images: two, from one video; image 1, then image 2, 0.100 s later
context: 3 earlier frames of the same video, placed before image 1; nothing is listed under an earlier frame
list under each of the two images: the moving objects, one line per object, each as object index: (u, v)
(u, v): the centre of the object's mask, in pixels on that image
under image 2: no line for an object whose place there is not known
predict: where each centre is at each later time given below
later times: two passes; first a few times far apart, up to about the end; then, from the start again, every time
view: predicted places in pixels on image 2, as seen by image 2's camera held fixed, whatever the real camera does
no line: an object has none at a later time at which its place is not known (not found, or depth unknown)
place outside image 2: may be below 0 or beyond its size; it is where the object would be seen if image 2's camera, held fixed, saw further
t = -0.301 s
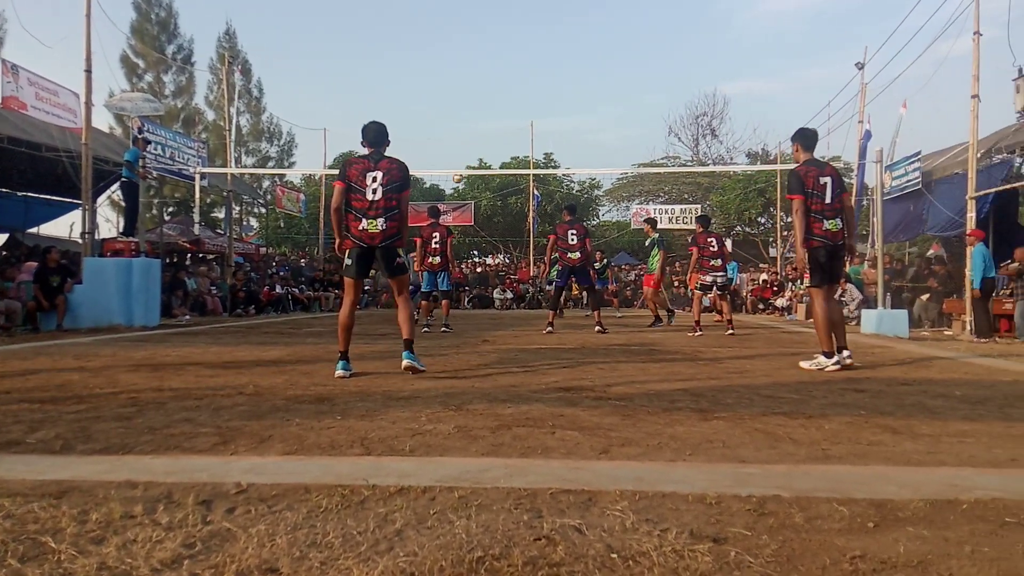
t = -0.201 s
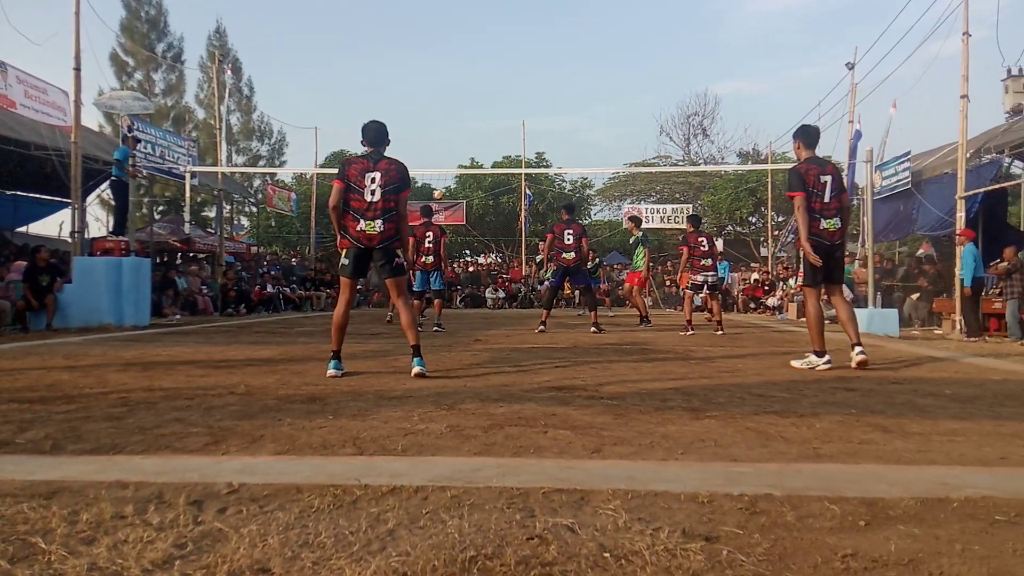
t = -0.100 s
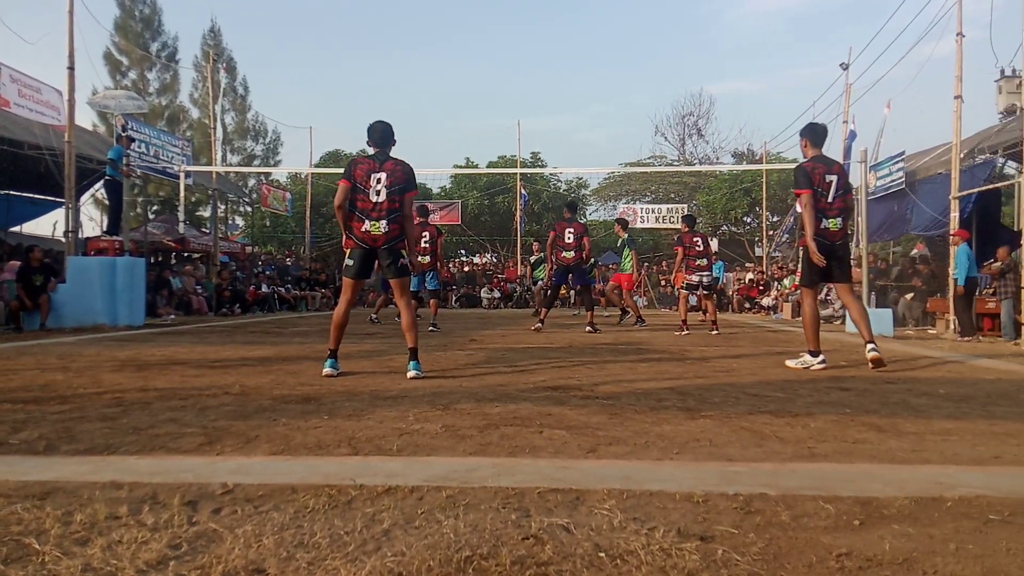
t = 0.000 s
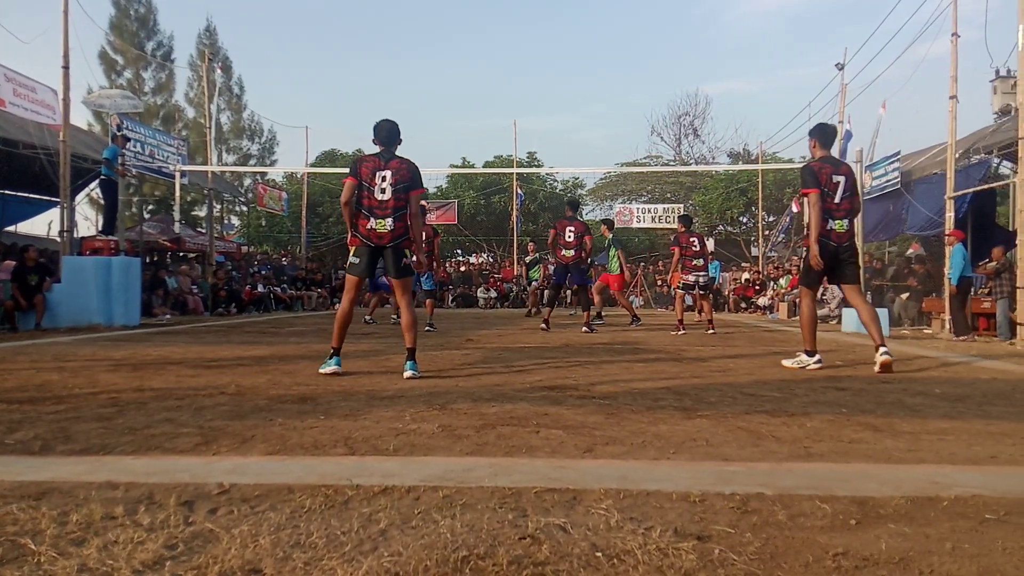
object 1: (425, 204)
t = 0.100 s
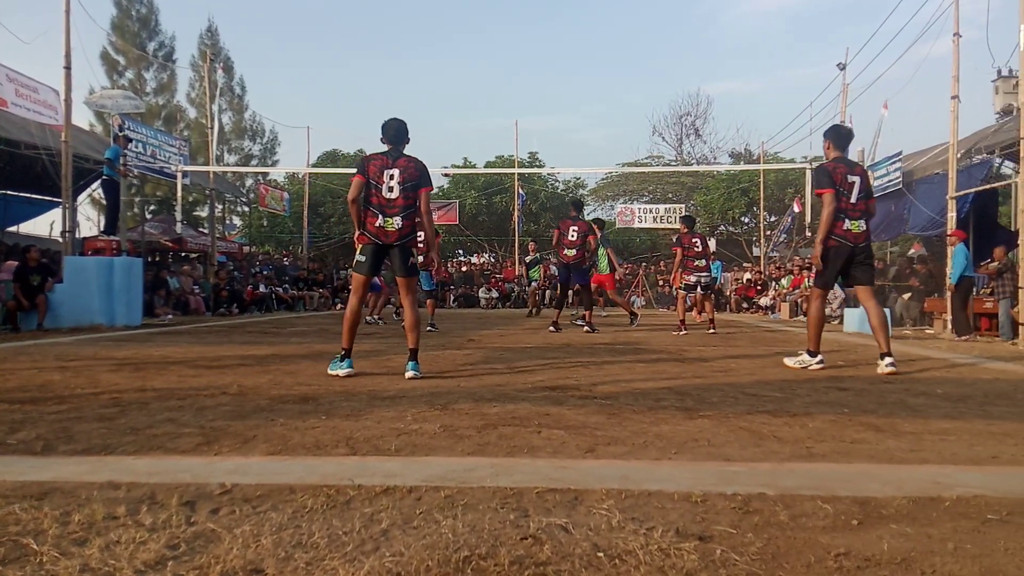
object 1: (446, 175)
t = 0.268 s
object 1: (476, 125)
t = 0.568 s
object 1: (532, 76)
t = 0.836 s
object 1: (584, 73)
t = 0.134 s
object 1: (451, 161)
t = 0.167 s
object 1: (457, 151)
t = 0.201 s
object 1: (463, 142)
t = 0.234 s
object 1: (469, 133)
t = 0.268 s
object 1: (476, 125)
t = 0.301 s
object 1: (482, 117)
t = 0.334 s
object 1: (488, 110)
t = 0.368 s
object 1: (494, 103)
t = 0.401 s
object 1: (501, 97)
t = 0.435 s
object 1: (507, 92)
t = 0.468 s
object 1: (513, 87)
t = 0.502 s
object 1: (520, 83)
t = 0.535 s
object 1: (526, 79)
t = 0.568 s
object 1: (532, 76)
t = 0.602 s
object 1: (539, 74)
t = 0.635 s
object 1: (545, 72)
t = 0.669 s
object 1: (551, 71)
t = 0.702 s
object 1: (558, 70)
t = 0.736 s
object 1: (565, 70)
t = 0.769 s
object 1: (571, 70)
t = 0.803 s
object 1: (577, 72)
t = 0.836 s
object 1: (584, 73)
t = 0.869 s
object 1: (591, 76)
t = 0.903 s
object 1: (597, 79)
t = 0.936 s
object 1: (604, 82)
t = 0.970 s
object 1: (610, 86)
